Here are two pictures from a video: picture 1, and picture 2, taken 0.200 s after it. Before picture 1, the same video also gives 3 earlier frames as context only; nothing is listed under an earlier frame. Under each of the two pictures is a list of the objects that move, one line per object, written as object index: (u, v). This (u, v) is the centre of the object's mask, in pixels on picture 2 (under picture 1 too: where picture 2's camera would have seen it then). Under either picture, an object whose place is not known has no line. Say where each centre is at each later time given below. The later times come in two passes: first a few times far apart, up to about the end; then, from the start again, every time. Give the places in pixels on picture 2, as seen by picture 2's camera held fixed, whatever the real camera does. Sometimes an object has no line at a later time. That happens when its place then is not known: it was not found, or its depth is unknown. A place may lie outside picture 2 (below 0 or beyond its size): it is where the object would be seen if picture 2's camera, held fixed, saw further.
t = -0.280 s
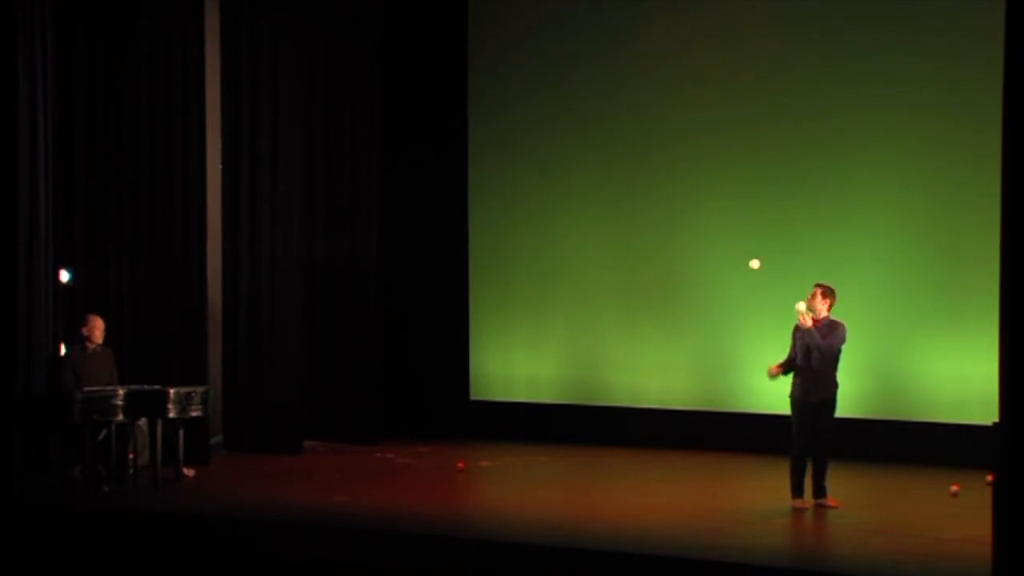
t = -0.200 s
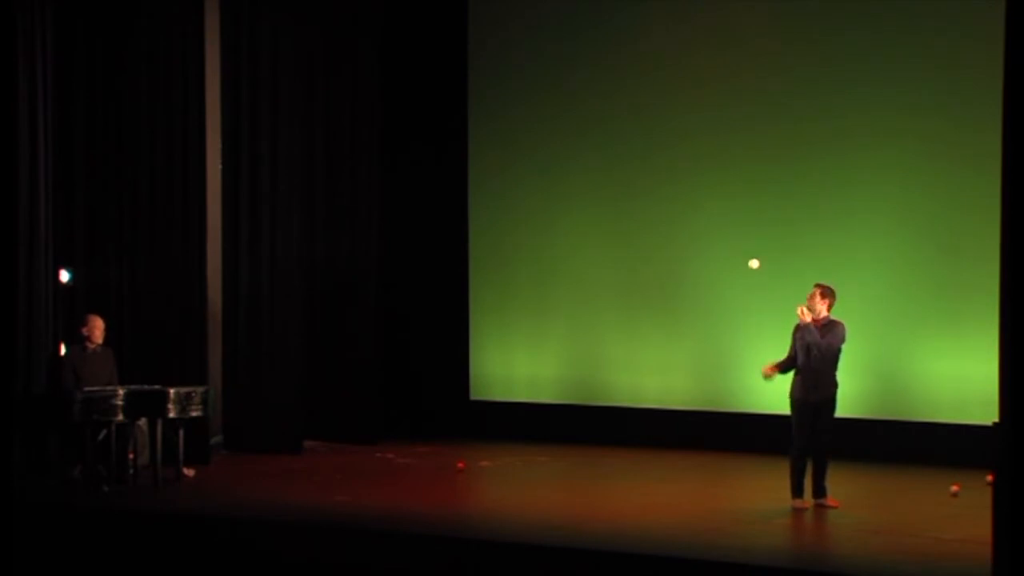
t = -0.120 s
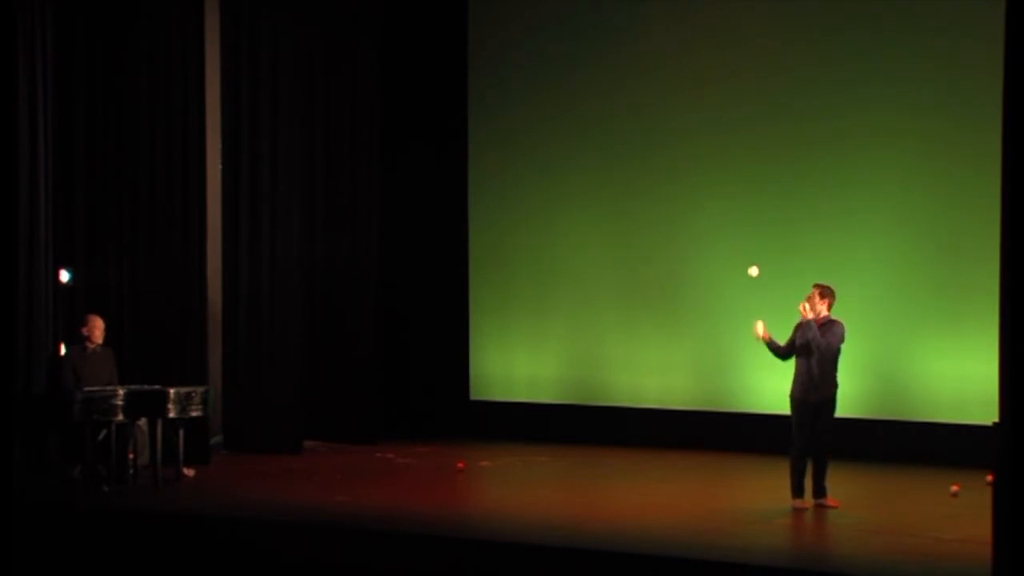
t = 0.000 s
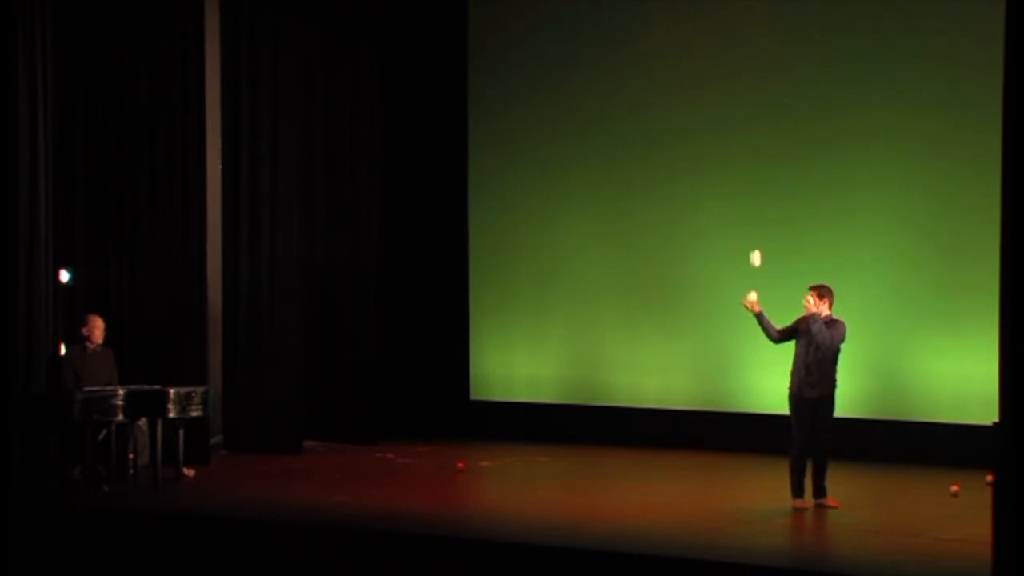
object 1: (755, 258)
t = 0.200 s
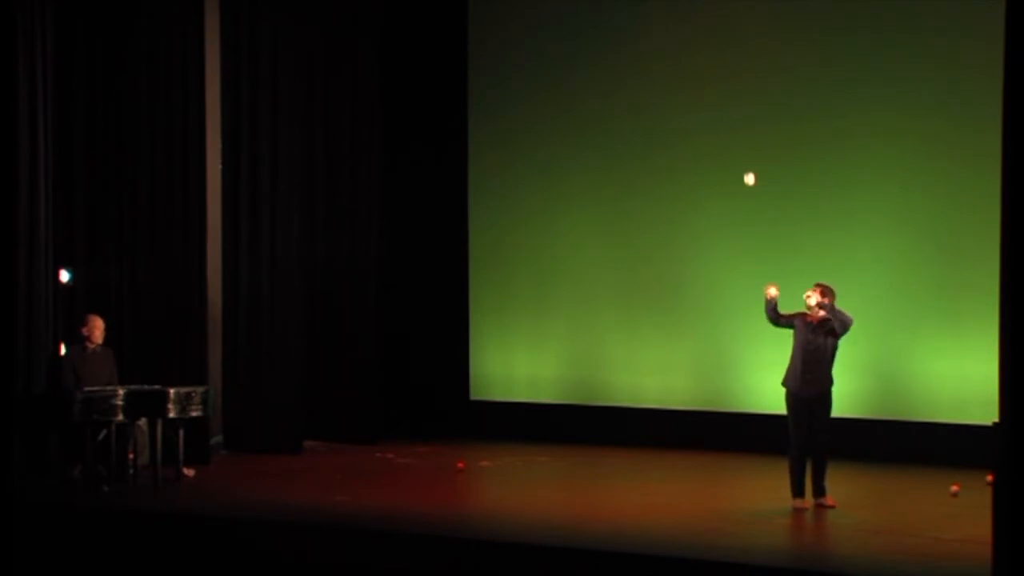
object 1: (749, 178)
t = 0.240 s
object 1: (748, 168)
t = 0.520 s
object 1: (741, 155)
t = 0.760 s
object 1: (734, 221)
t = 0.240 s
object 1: (748, 168)
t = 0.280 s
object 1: (747, 160)
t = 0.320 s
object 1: (746, 154)
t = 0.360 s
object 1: (745, 150)
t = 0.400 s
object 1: (744, 148)
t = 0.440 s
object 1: (743, 149)
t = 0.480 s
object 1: (742, 151)
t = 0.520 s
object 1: (741, 155)
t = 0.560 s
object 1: (740, 161)
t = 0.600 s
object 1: (739, 169)
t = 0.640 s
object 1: (738, 179)
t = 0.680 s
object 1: (737, 192)
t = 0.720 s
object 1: (735, 205)
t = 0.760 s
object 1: (734, 221)
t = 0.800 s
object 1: (733, 239)
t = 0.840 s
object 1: (732, 259)
